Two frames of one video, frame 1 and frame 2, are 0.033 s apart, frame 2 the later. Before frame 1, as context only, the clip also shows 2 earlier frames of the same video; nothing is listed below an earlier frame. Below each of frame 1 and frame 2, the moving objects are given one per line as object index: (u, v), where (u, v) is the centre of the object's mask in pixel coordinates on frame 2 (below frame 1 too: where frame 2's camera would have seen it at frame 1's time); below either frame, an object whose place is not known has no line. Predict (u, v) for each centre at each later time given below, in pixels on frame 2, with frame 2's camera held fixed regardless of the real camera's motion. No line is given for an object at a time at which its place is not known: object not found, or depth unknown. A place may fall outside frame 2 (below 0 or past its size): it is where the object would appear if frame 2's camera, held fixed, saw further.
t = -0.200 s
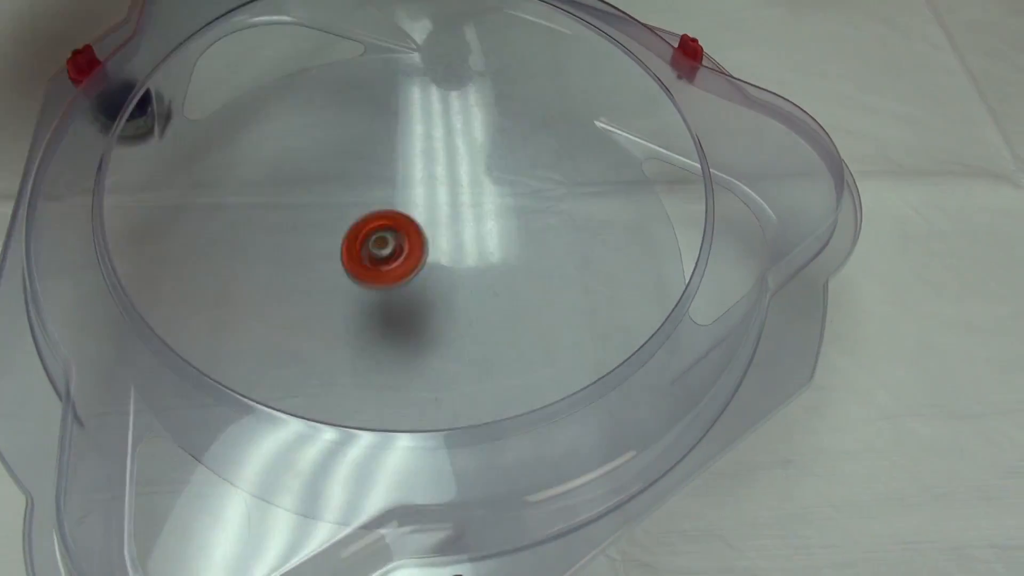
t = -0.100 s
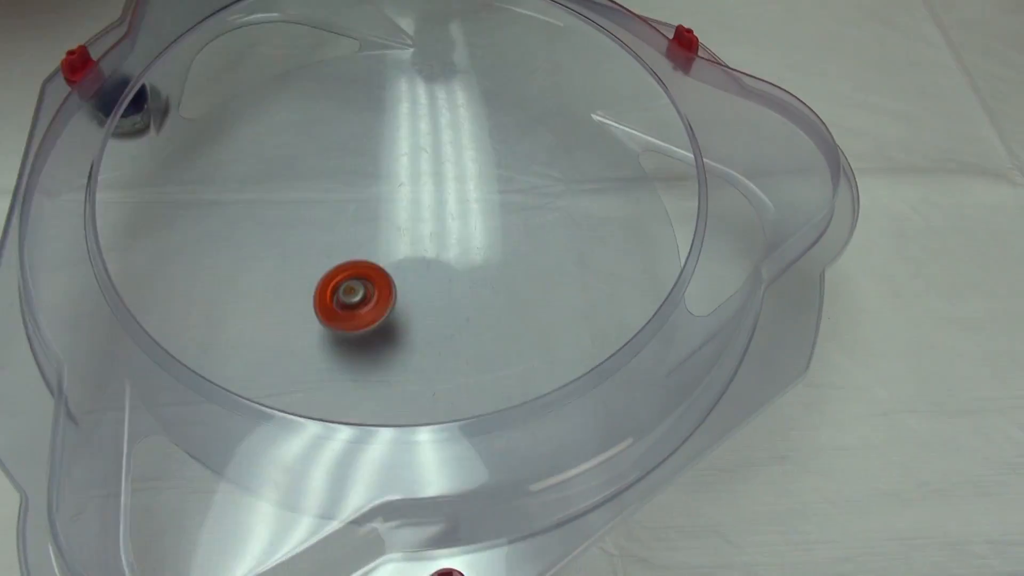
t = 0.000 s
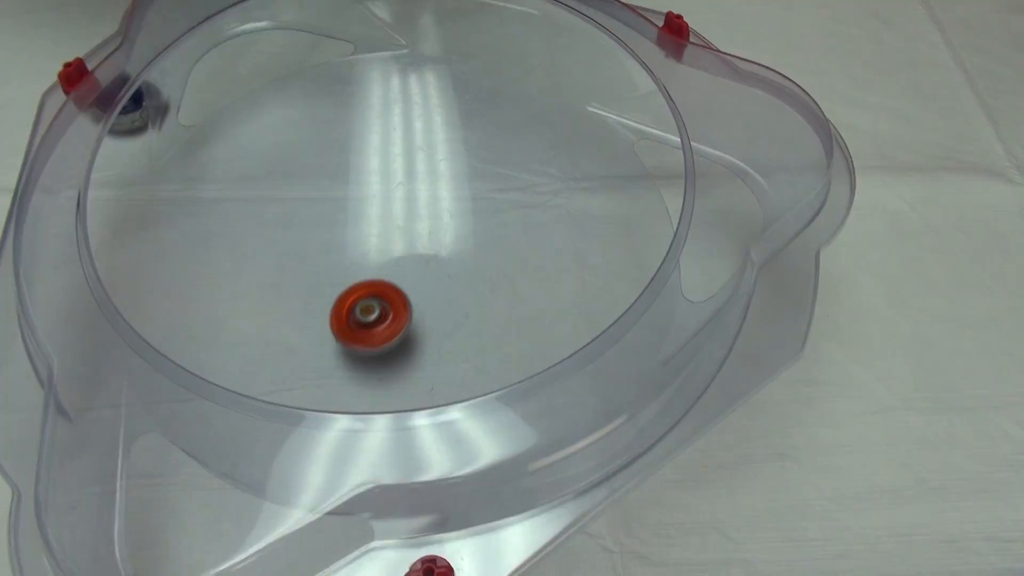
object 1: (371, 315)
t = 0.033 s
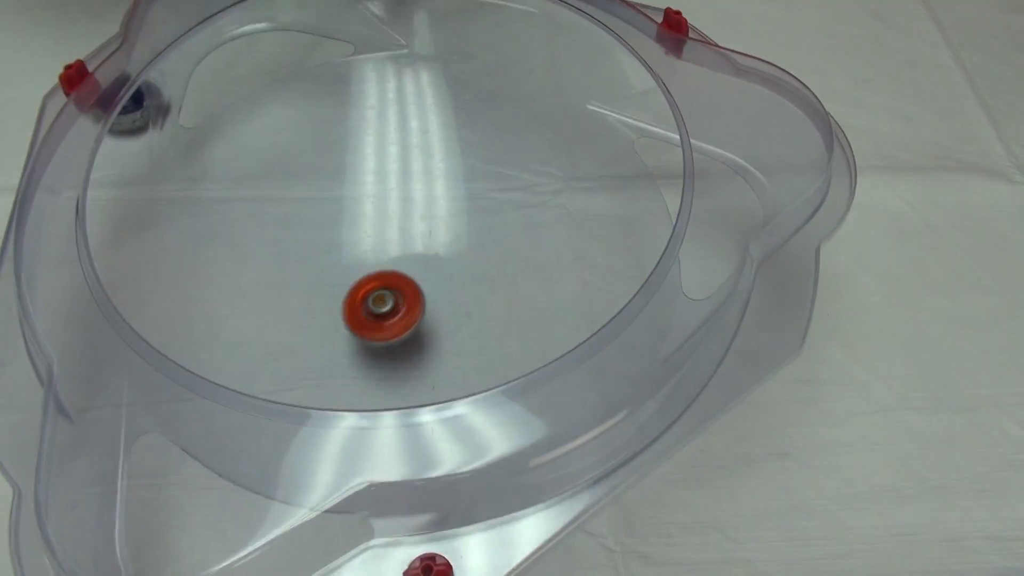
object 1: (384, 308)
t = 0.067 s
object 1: (398, 311)
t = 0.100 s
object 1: (410, 319)
